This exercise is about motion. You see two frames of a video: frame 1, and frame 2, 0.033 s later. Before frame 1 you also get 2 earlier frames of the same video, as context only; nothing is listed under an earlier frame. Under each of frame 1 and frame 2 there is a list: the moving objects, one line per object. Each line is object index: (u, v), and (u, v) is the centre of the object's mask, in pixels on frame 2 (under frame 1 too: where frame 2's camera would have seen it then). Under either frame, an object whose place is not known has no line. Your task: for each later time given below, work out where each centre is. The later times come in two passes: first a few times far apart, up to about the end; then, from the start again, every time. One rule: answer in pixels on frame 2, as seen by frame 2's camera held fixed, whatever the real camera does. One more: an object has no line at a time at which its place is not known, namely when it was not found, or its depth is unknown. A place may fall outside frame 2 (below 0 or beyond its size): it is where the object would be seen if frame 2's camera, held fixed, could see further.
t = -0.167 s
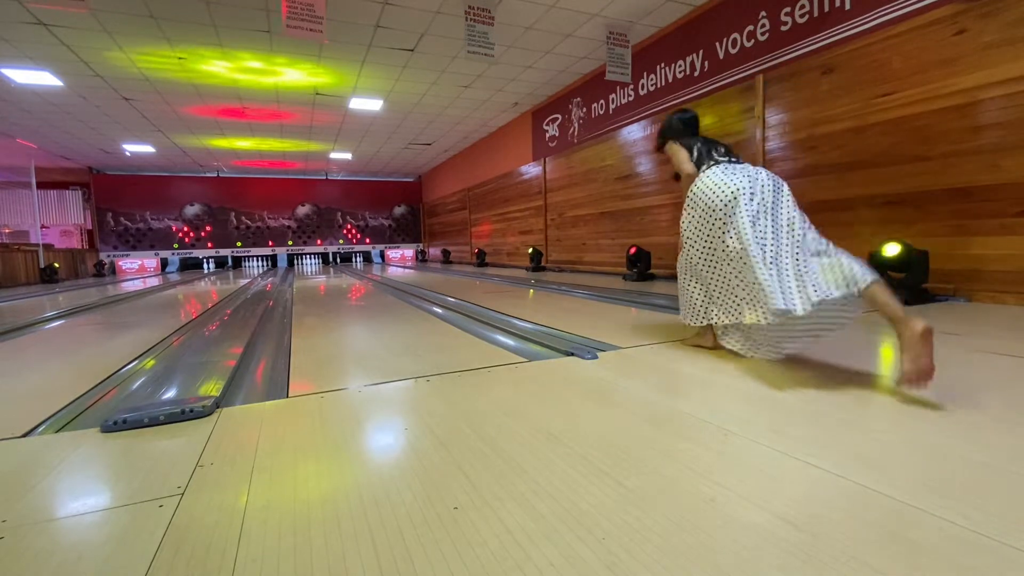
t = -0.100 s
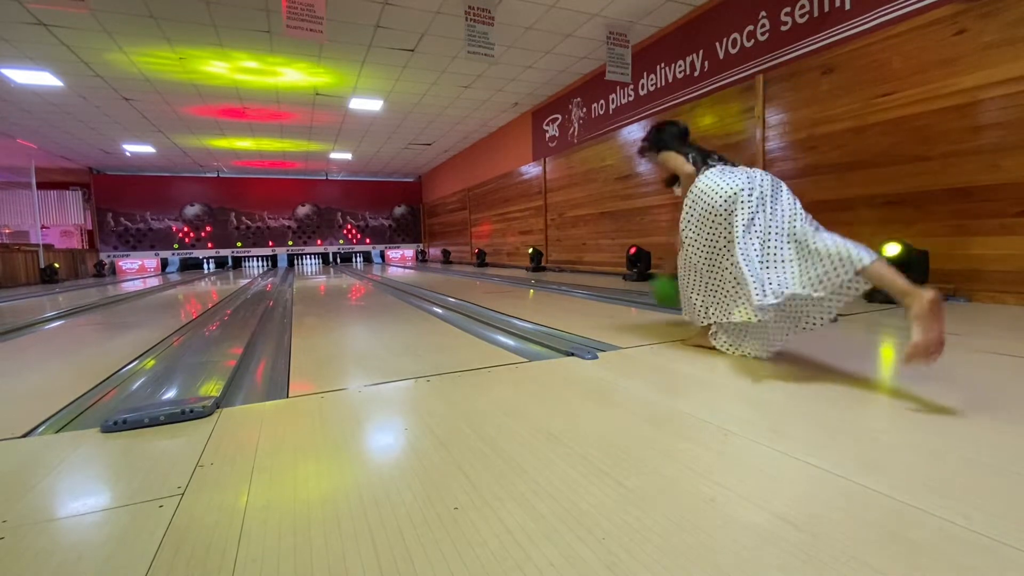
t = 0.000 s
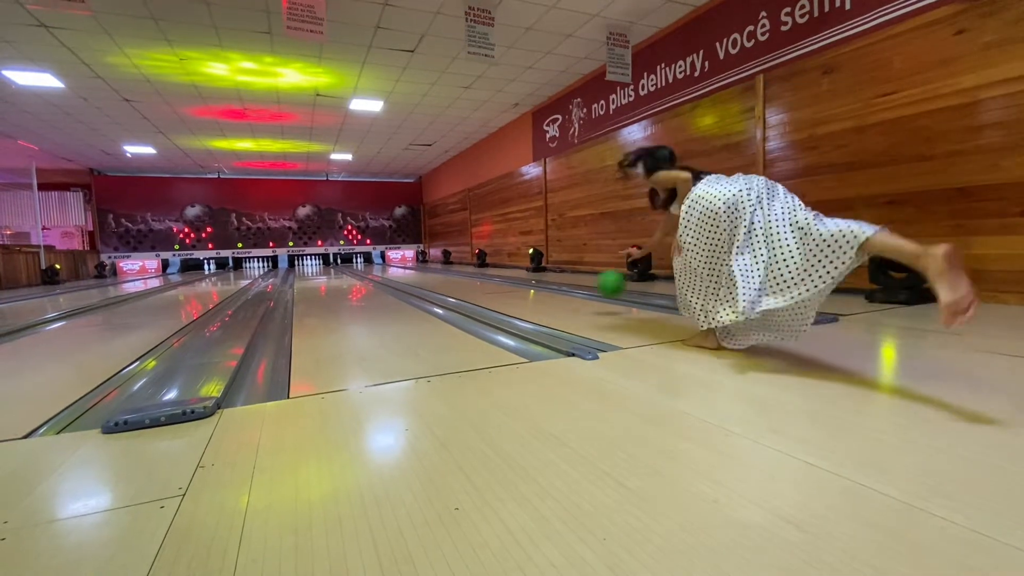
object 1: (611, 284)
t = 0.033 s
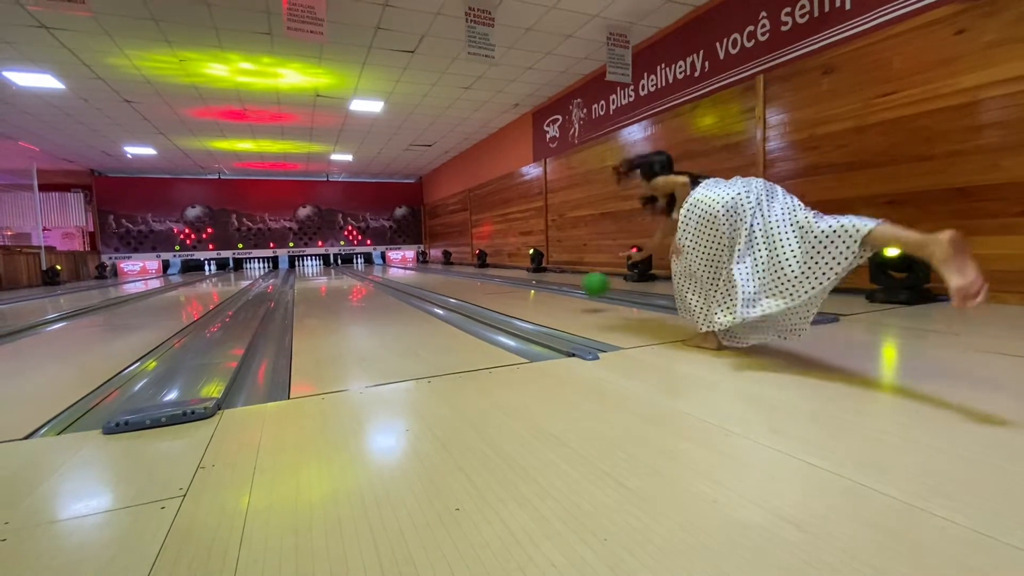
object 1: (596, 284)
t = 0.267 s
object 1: (519, 288)
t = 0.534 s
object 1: (470, 280)
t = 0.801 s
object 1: (439, 275)
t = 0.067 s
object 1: (582, 286)
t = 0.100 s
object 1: (568, 290)
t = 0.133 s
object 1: (557, 294)
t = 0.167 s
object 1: (546, 292)
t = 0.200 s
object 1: (536, 289)
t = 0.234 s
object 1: (527, 288)
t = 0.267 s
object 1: (519, 288)
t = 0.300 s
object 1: (512, 286)
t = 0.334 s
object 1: (503, 285)
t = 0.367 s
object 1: (497, 283)
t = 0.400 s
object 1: (490, 281)
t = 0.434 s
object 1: (485, 281)
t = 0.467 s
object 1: (480, 281)
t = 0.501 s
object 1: (475, 281)
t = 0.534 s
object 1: (470, 280)
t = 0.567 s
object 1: (465, 280)
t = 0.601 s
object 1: (461, 279)
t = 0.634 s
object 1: (457, 278)
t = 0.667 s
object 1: (453, 276)
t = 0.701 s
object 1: (449, 276)
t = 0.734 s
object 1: (446, 276)
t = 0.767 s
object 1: (442, 275)
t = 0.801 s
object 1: (439, 275)
